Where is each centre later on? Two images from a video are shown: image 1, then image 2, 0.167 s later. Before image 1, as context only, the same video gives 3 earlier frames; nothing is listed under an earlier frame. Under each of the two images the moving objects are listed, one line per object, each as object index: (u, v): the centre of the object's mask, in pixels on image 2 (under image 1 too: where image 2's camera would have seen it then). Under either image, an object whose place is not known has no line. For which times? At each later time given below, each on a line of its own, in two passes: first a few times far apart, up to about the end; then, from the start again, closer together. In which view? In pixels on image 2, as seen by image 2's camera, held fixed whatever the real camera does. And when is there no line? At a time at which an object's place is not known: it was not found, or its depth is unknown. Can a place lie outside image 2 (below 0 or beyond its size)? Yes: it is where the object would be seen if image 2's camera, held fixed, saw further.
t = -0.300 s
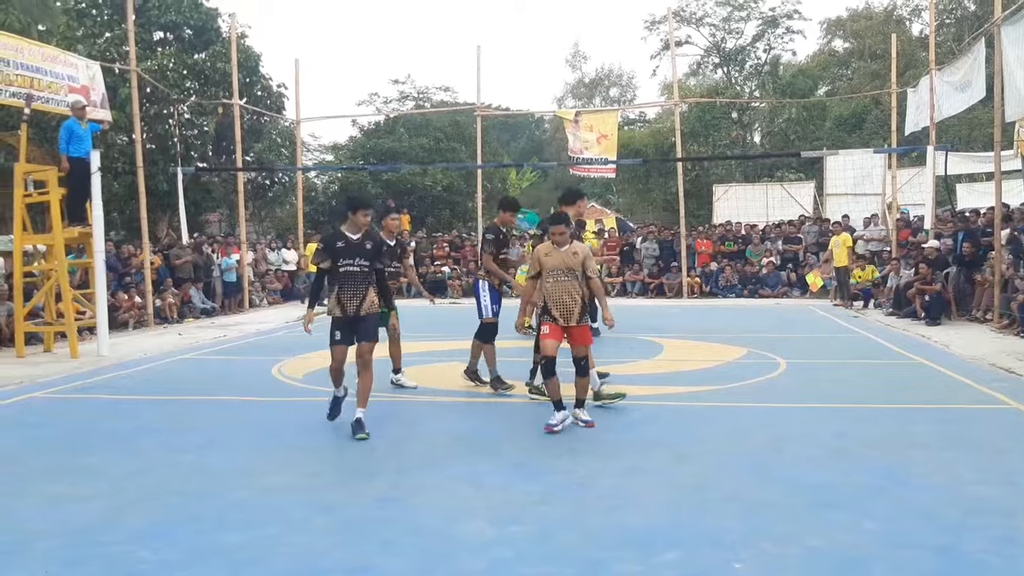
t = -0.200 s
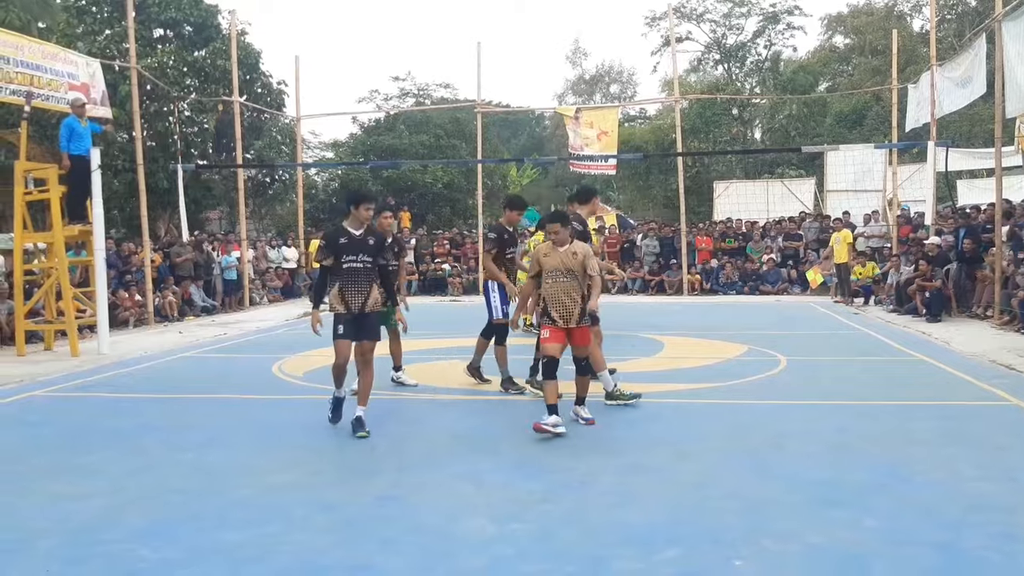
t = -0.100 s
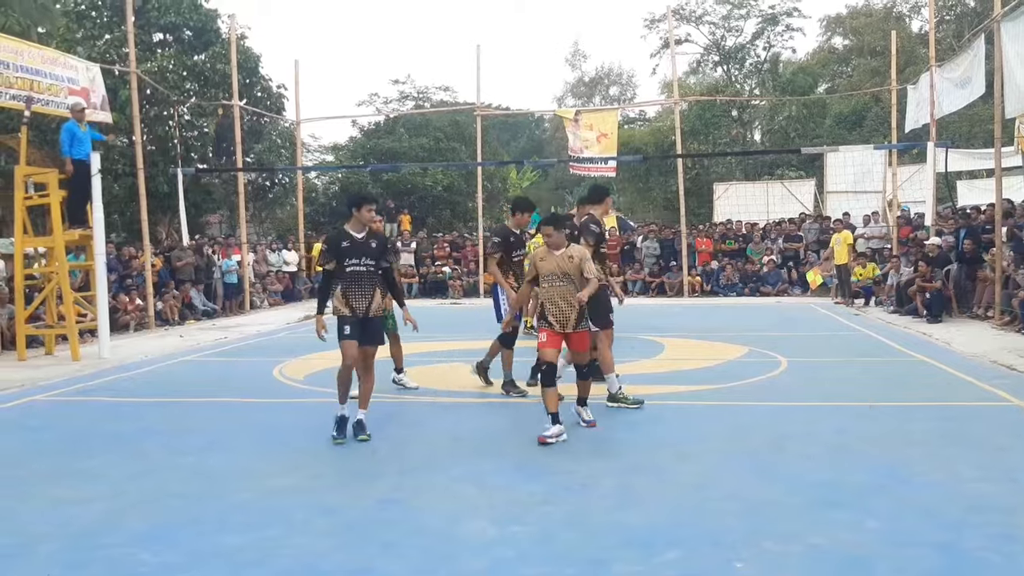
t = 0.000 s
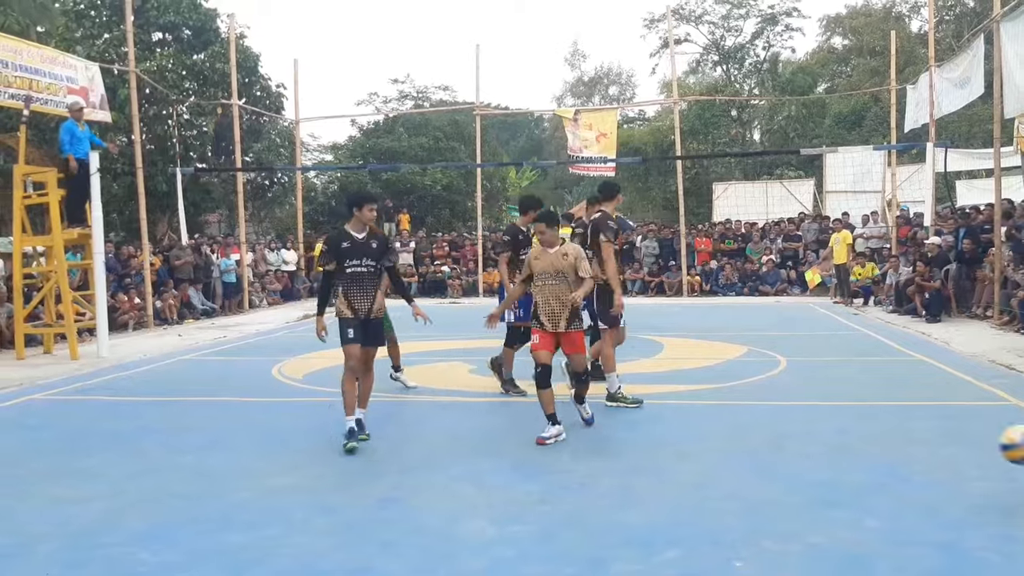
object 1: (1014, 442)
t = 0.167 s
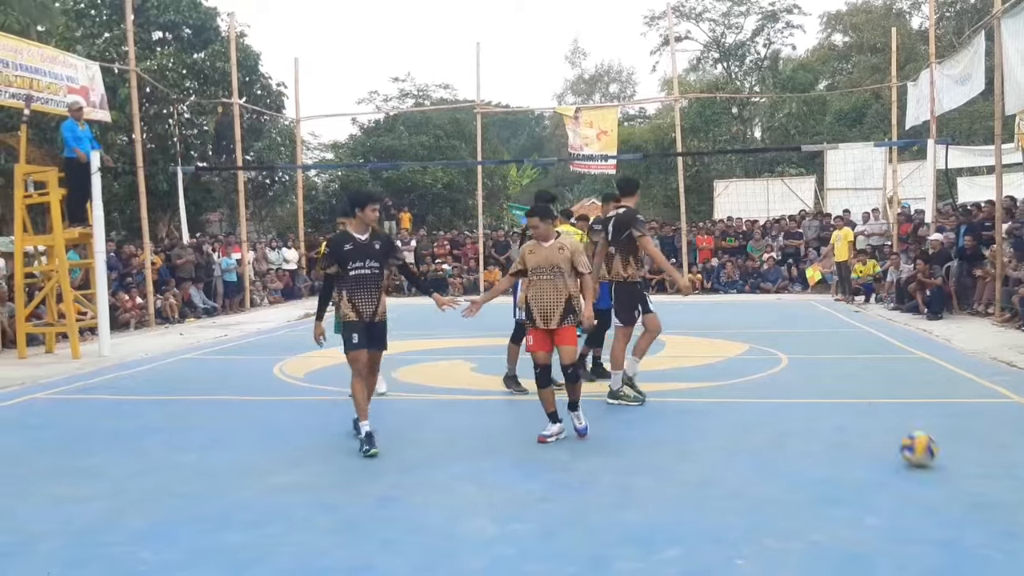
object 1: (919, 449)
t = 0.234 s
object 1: (884, 420)
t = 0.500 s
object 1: (779, 389)
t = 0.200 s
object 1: (900, 432)
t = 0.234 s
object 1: (884, 420)
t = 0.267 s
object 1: (868, 409)
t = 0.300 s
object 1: (853, 401)
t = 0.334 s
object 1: (839, 395)
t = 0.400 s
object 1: (813, 389)
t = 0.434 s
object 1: (802, 388)
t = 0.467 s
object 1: (790, 388)
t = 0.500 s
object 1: (779, 389)
